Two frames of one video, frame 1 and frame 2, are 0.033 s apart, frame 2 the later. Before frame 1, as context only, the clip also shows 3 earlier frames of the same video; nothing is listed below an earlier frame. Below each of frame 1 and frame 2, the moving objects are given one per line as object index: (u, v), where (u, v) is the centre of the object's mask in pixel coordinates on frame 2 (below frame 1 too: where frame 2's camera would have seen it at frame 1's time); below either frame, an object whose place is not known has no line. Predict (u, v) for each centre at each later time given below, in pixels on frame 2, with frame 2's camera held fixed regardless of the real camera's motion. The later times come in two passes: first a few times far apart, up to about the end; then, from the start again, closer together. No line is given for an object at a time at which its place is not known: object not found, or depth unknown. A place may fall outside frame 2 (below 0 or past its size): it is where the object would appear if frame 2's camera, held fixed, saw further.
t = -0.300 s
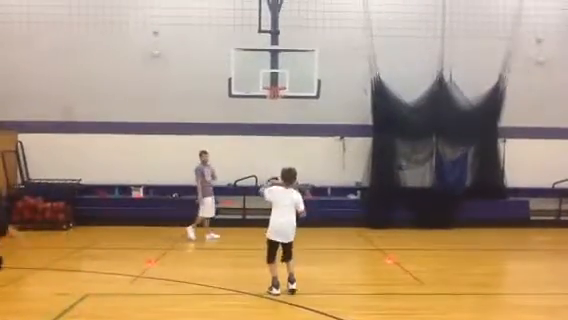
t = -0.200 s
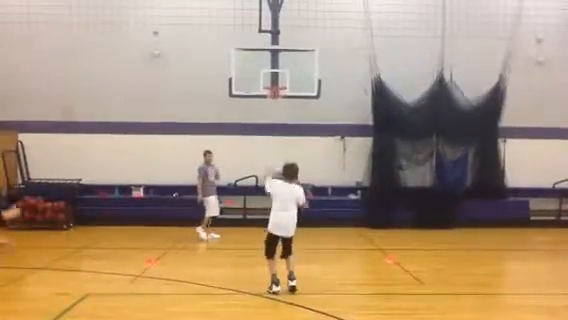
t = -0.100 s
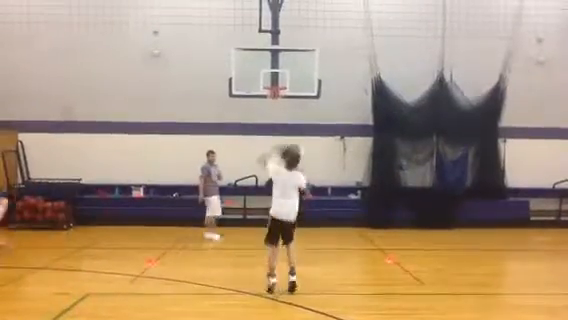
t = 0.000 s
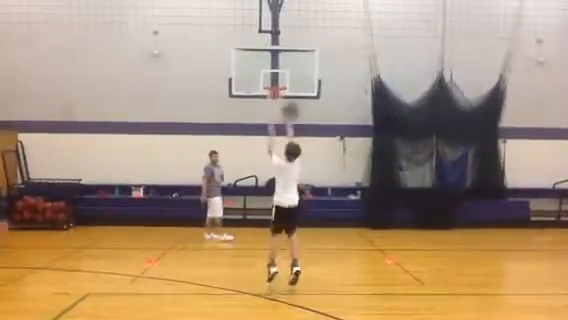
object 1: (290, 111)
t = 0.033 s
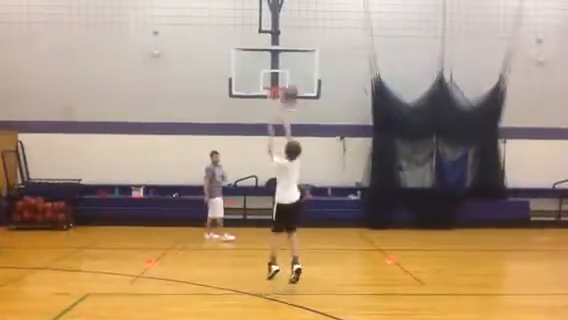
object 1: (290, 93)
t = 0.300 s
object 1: (288, 22)
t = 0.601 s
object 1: (286, 4)
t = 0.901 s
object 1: (282, 36)
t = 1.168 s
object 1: (280, 83)
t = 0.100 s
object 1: (289, 71)
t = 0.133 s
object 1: (289, 61)
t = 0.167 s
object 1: (288, 50)
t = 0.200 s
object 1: (288, 40)
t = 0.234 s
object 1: (288, 33)
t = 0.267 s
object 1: (288, 26)
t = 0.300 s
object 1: (288, 22)
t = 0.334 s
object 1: (288, 17)
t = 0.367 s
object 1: (287, 12)
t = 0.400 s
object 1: (287, 9)
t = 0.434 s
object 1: (287, 7)
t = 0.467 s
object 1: (287, 5)
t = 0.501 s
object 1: (287, 5)
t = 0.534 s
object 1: (286, 4)
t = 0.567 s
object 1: (286, 4)
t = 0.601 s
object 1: (286, 4)
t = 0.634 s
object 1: (286, 5)
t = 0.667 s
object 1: (286, 6)
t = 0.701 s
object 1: (286, 10)
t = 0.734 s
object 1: (285, 14)
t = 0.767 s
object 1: (284, 16)
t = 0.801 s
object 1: (283, 21)
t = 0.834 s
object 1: (283, 25)
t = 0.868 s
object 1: (283, 30)
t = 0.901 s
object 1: (282, 36)
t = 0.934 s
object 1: (281, 40)
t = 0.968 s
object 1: (282, 48)
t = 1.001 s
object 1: (280, 56)
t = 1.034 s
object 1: (282, 63)
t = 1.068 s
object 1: (281, 72)
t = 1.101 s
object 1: (281, 81)
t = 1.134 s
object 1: (280, 83)
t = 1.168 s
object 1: (280, 83)
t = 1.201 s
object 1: (280, 83)
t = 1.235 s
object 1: (276, 82)
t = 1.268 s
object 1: (275, 83)
